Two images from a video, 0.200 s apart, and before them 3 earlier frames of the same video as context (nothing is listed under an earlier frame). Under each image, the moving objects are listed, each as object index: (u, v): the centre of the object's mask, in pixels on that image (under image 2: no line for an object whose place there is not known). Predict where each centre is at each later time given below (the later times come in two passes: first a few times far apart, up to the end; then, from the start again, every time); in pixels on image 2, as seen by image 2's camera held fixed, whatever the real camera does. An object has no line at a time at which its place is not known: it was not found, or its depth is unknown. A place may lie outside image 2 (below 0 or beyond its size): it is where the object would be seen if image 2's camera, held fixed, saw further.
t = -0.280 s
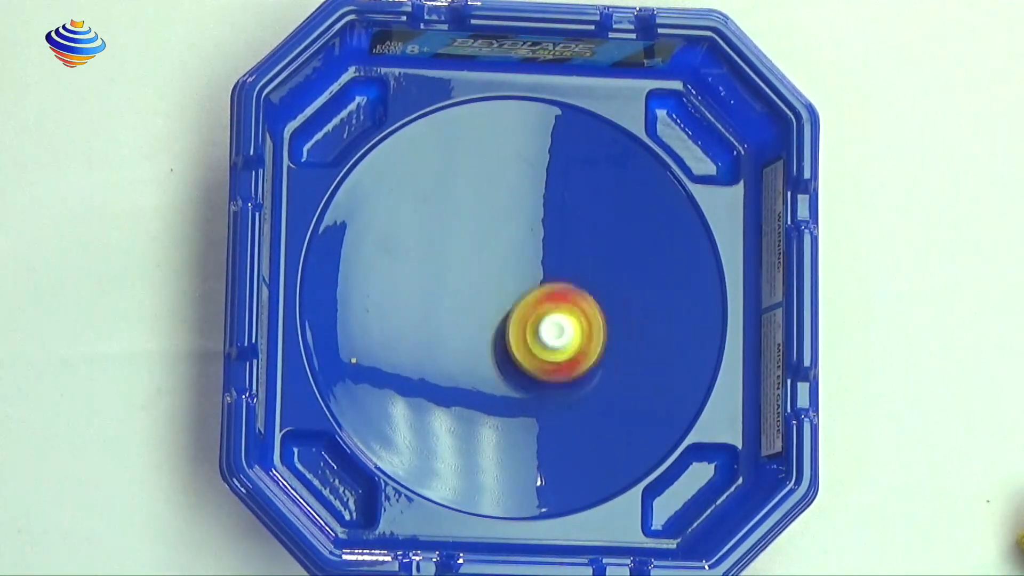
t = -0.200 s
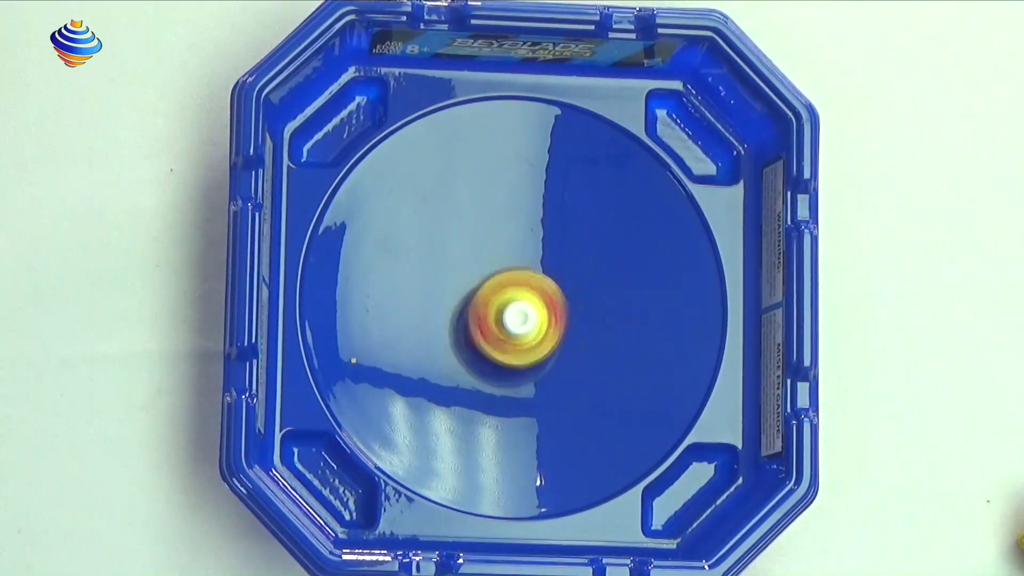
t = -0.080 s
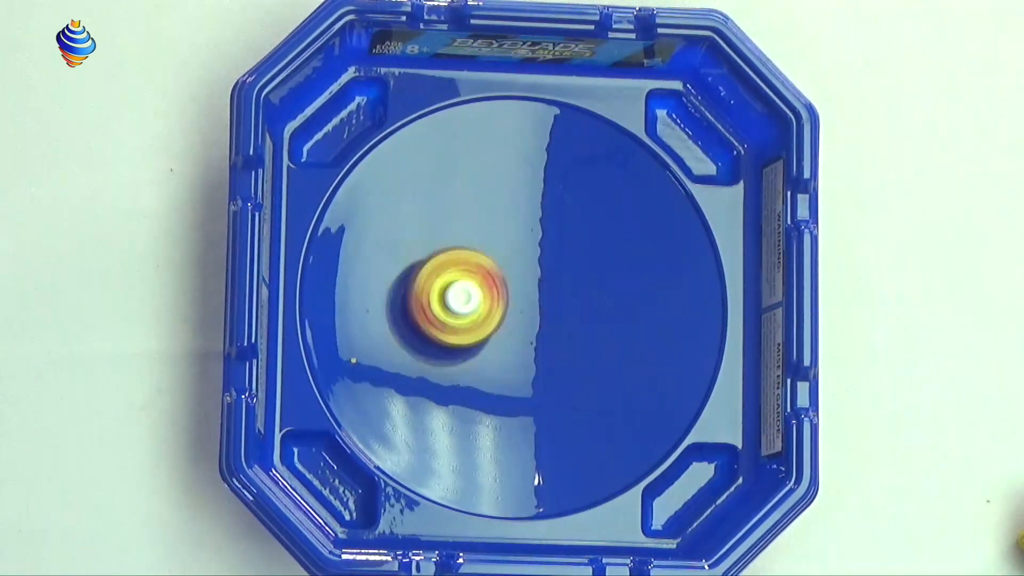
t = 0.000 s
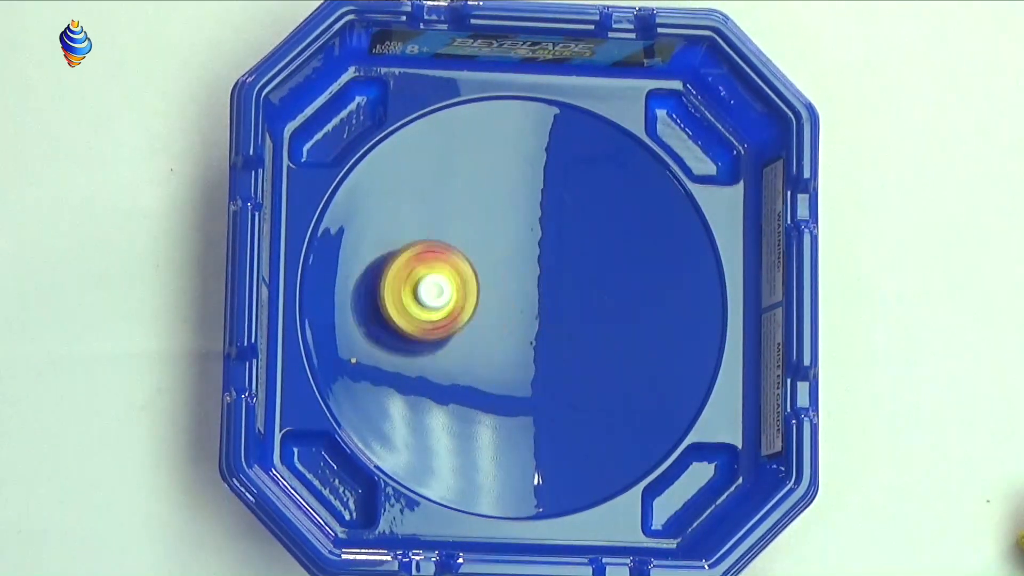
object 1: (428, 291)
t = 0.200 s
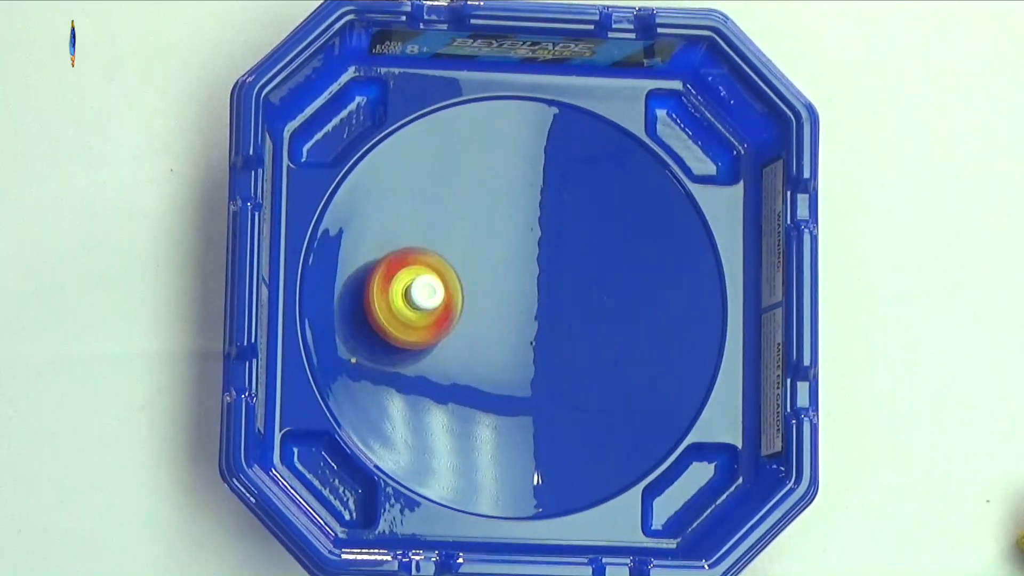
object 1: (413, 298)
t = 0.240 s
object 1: (412, 299)
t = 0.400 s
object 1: (447, 310)
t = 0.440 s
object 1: (460, 313)
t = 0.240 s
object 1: (412, 299)
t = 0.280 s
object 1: (416, 300)
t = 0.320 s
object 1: (420, 302)
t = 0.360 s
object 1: (429, 304)
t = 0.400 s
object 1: (447, 310)
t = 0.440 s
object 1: (460, 313)
